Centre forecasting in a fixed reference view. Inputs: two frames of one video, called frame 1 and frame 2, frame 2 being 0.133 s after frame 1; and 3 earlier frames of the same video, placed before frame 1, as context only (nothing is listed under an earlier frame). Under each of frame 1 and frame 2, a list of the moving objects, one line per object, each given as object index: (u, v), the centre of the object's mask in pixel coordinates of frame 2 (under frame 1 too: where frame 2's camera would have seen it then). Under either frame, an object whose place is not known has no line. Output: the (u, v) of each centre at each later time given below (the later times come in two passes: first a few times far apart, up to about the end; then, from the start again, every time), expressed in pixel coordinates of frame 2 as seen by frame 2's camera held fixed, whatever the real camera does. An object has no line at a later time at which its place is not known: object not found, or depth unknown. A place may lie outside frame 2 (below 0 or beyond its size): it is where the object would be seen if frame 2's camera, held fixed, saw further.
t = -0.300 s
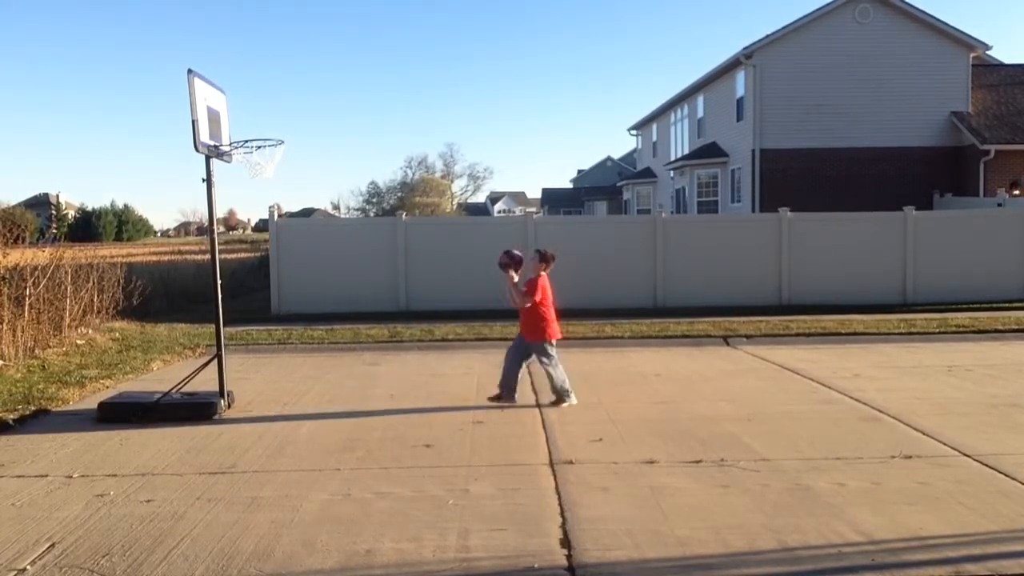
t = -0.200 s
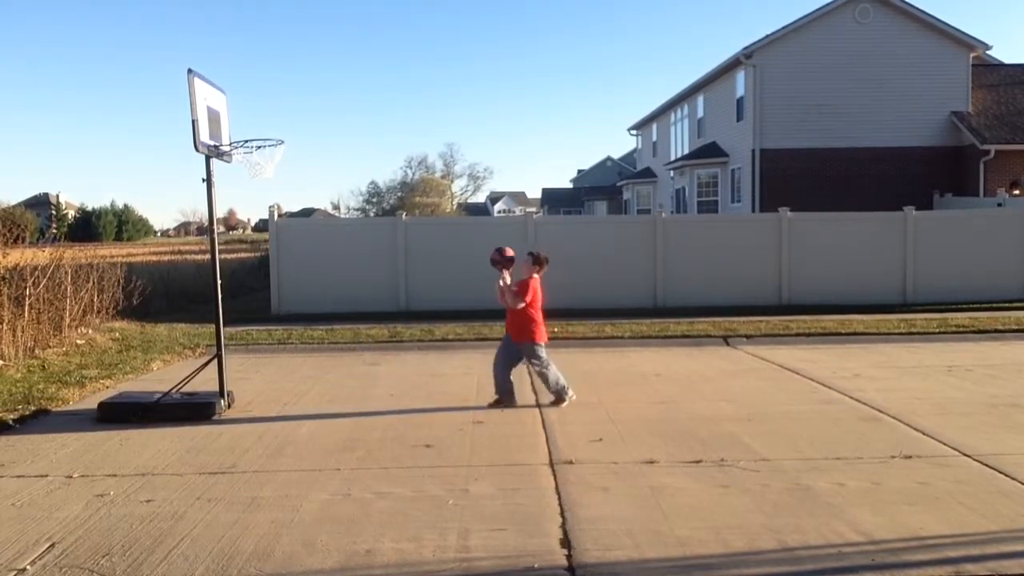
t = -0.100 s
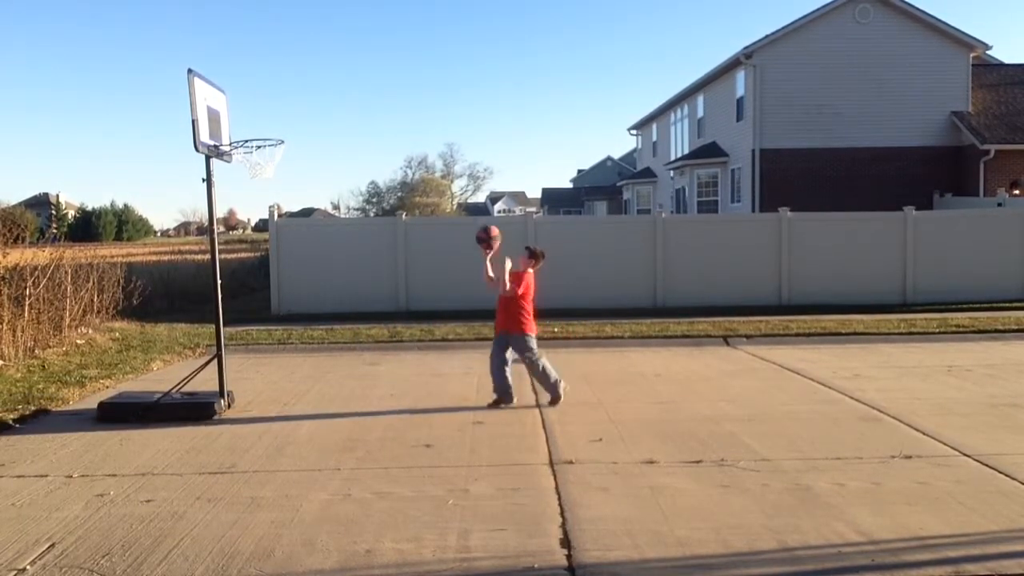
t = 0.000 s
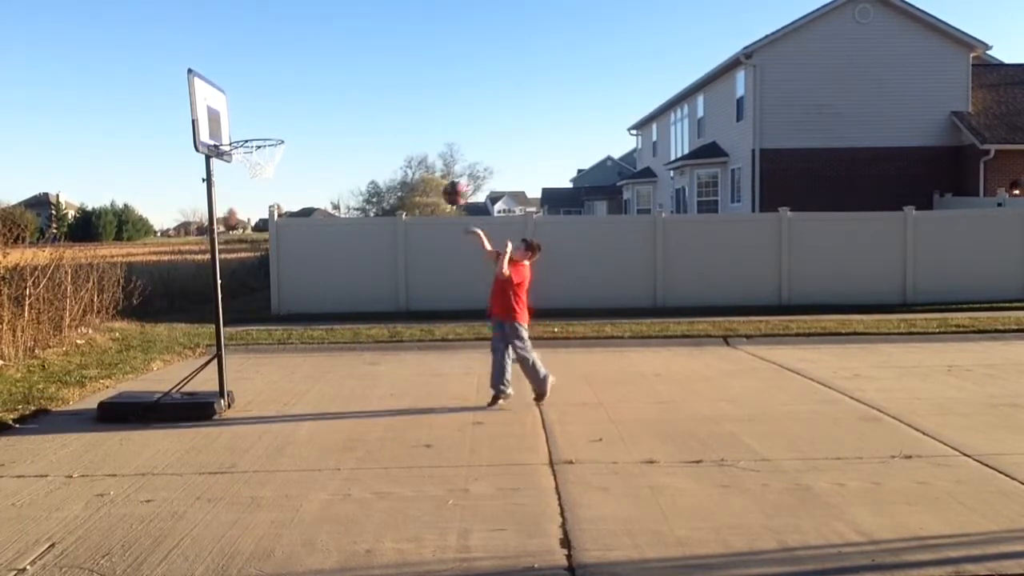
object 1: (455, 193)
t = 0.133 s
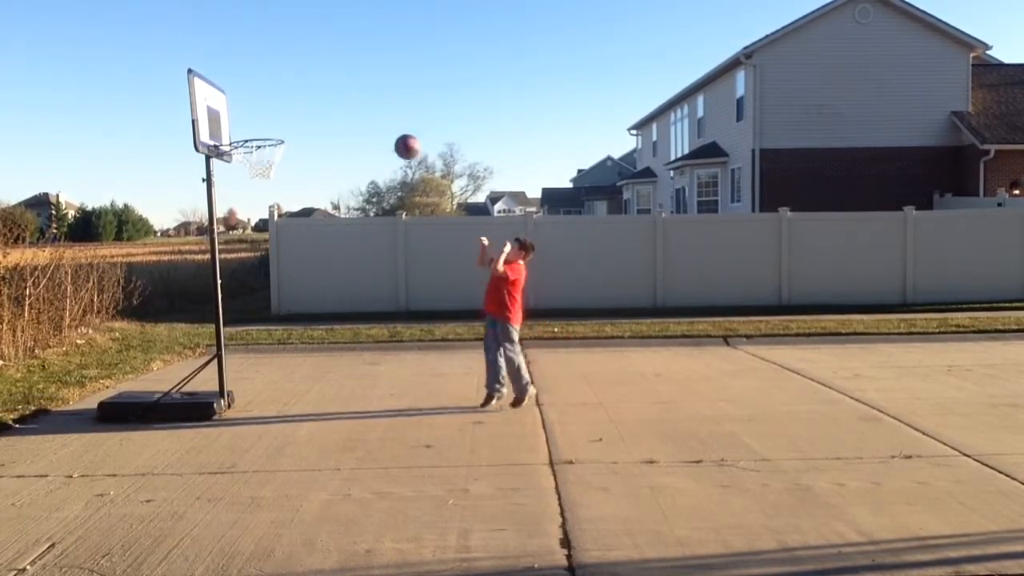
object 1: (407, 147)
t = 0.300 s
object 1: (346, 114)
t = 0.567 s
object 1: (251, 124)
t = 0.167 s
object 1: (395, 138)
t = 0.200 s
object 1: (383, 130)
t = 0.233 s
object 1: (371, 124)
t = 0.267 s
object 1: (359, 118)
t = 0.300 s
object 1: (346, 114)
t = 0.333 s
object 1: (334, 111)
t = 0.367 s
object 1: (322, 110)
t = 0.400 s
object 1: (310, 109)
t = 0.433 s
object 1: (298, 110)
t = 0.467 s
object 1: (286, 112)
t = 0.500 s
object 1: (275, 114)
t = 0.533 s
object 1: (262, 119)
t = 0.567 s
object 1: (251, 124)
